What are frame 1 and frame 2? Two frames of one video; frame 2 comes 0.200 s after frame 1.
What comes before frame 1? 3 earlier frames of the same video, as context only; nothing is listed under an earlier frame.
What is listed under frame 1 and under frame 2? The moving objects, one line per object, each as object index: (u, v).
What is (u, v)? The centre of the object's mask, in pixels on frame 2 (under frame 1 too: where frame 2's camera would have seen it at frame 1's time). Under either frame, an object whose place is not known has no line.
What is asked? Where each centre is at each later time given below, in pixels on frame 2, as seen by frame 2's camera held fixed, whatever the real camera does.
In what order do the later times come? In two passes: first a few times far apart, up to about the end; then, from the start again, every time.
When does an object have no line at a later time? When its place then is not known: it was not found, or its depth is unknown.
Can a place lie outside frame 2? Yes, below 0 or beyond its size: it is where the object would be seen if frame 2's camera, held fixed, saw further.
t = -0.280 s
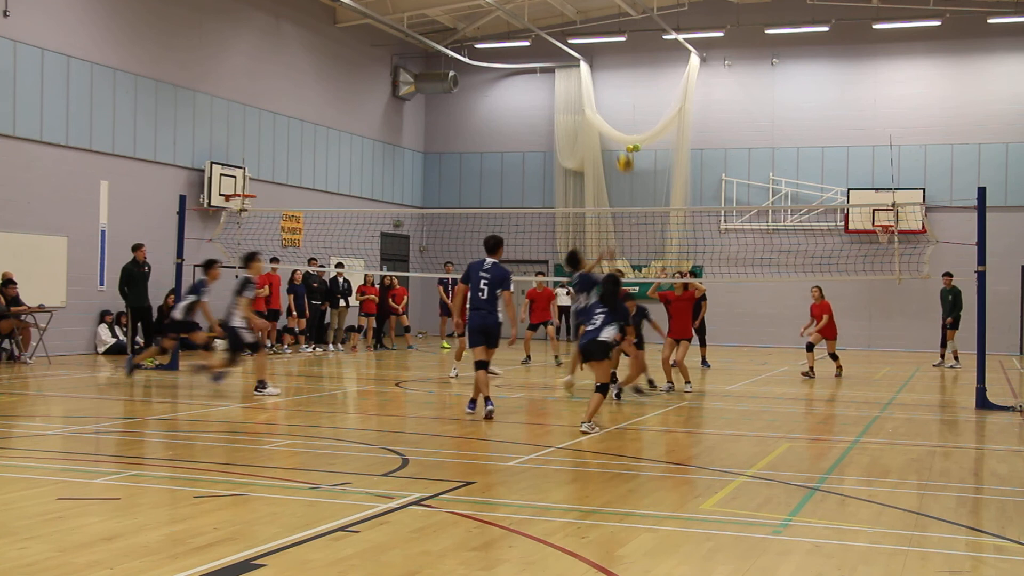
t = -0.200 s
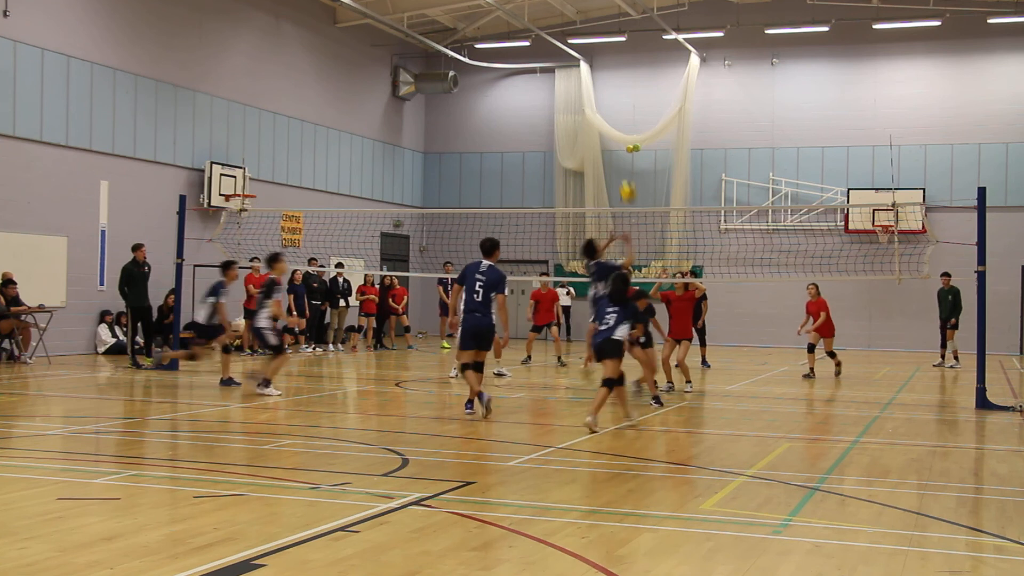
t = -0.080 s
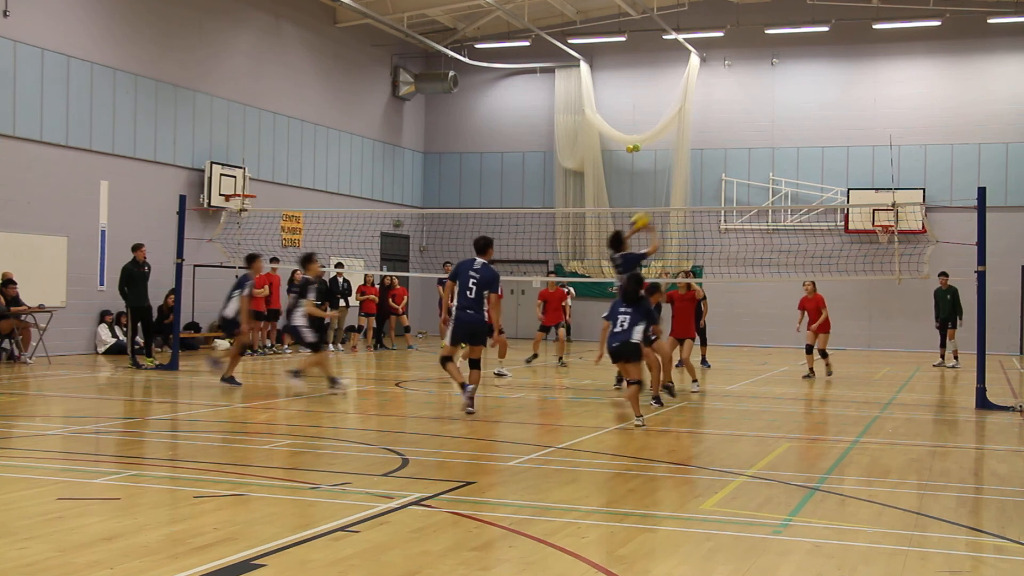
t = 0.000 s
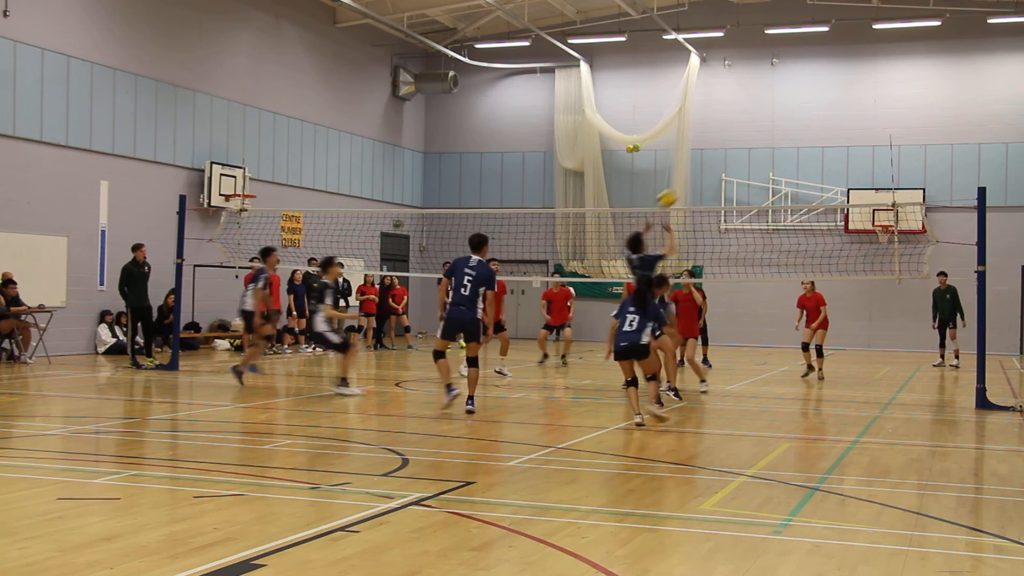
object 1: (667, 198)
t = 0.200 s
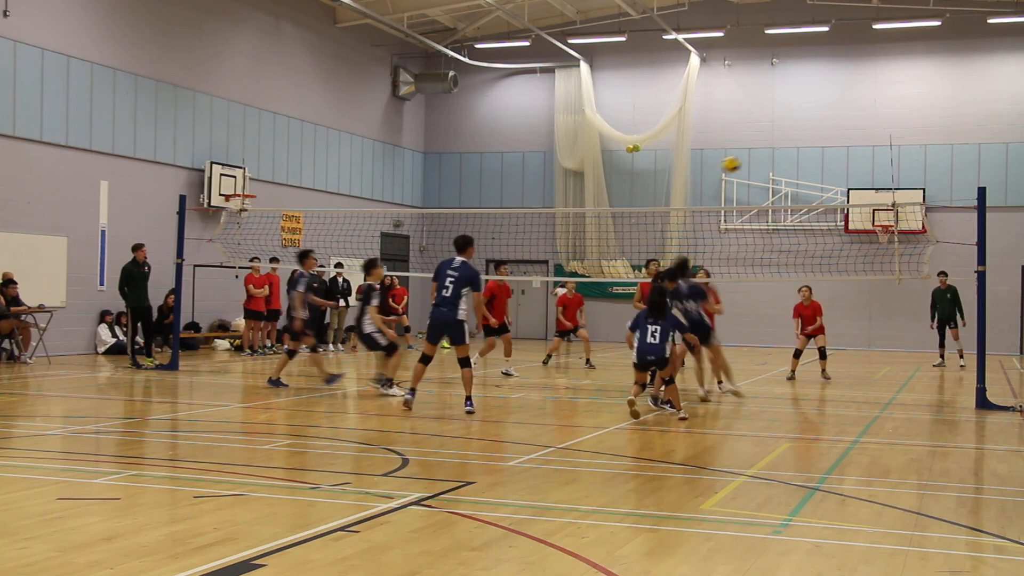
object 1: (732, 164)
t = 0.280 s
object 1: (755, 160)
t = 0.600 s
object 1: (843, 190)
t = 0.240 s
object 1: (743, 162)
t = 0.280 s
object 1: (755, 160)
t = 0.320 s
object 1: (767, 159)
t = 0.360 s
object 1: (778, 160)
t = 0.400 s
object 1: (790, 162)
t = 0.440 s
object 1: (801, 166)
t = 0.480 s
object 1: (812, 170)
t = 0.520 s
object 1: (822, 176)
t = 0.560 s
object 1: (833, 182)
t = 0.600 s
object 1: (843, 190)
